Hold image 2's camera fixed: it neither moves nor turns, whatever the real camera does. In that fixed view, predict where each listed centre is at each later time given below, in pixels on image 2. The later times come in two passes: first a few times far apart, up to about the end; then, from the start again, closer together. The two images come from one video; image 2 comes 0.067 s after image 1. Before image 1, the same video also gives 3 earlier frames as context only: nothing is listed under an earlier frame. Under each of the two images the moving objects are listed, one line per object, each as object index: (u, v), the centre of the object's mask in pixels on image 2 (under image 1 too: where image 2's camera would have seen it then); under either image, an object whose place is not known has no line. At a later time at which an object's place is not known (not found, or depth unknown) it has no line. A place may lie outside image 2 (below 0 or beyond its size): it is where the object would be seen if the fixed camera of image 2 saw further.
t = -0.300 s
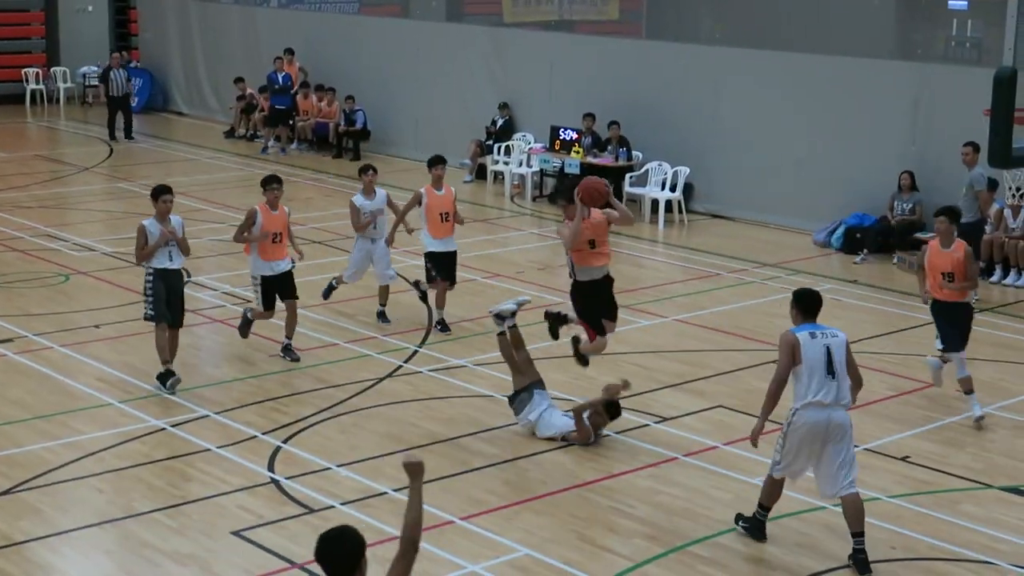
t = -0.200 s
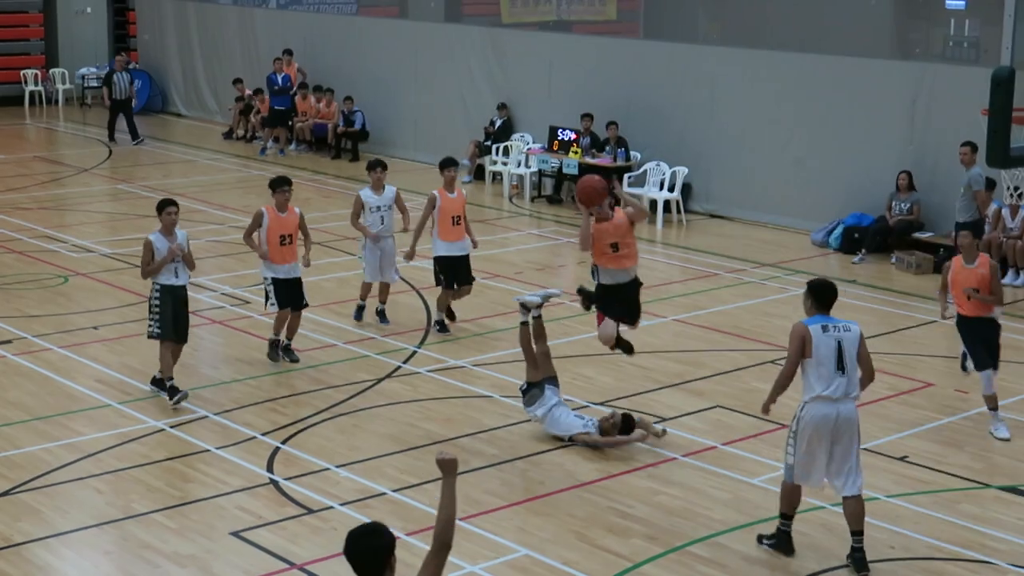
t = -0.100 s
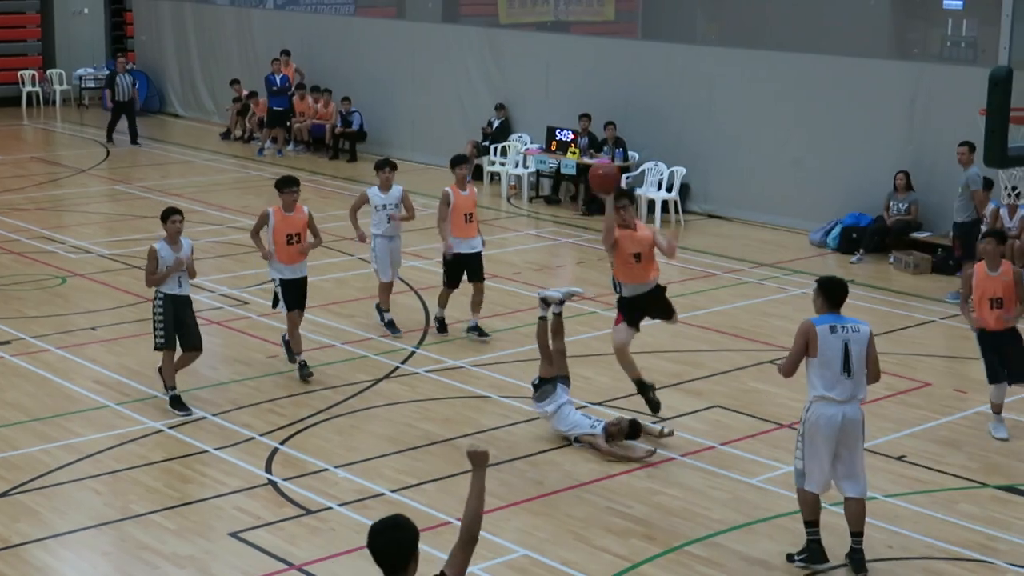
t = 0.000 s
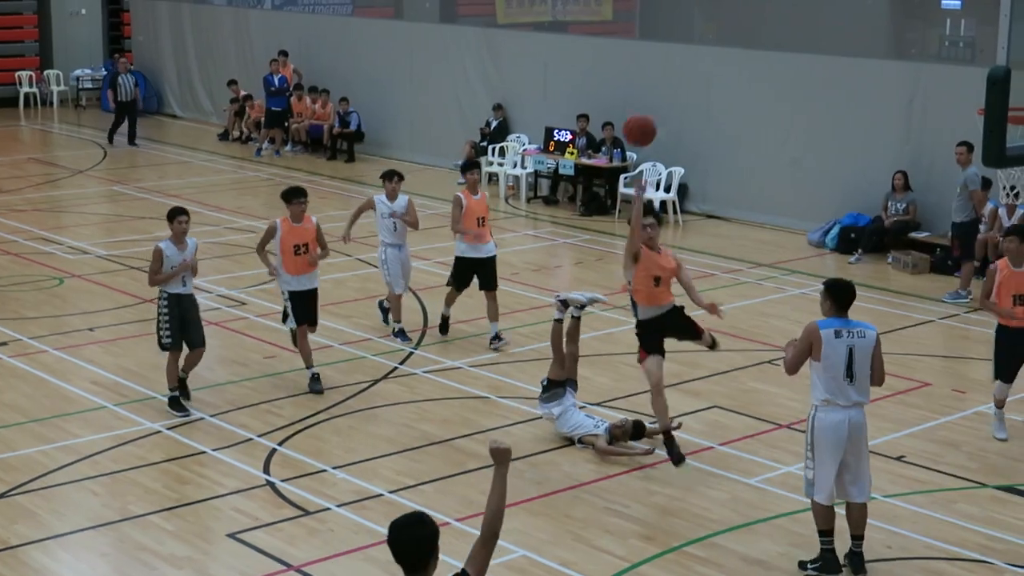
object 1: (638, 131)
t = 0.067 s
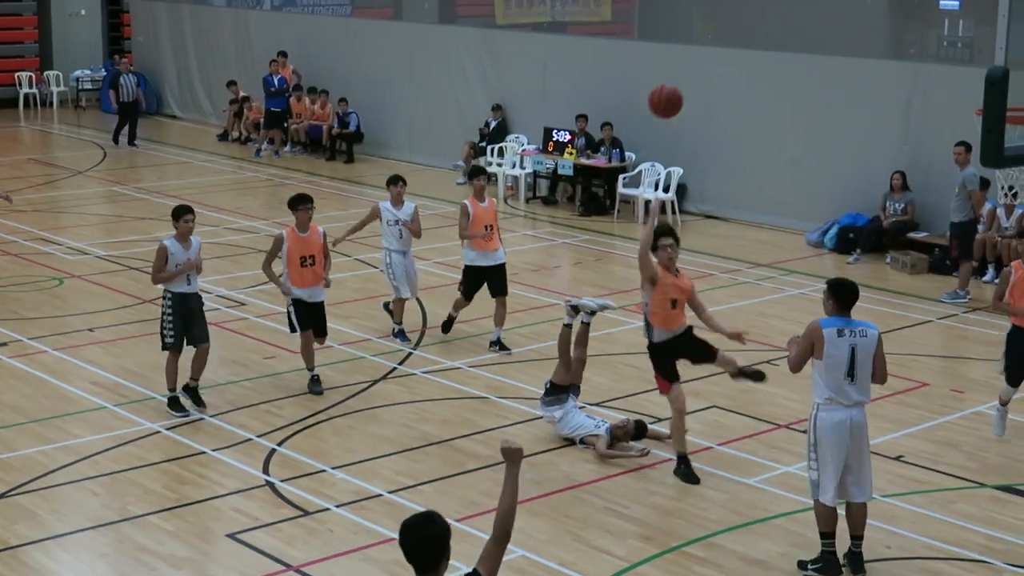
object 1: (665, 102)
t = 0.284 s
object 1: (762, 41)
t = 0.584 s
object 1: (916, 70)
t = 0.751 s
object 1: (939, 157)
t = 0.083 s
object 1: (672, 94)
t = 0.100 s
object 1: (679, 89)
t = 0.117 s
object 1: (687, 82)
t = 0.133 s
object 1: (694, 77)
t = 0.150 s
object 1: (701, 71)
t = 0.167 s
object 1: (709, 66)
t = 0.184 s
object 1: (716, 61)
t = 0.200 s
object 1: (723, 57)
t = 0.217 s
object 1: (731, 53)
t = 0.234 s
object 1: (738, 50)
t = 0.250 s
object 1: (746, 47)
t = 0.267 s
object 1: (754, 44)
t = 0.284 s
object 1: (762, 41)
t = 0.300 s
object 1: (770, 39)
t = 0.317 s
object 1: (778, 38)
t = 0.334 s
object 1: (786, 36)
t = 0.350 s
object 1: (794, 35)
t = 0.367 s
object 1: (802, 34)
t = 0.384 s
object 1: (811, 35)
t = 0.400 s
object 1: (819, 35)
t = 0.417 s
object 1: (828, 36)
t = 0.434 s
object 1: (836, 36)
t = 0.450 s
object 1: (845, 39)
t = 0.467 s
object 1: (853, 41)
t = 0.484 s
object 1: (862, 43)
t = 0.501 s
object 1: (871, 46)
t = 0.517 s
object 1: (880, 50)
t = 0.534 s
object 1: (889, 54)
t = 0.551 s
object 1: (897, 59)
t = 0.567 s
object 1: (907, 64)
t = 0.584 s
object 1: (916, 70)
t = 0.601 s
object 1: (924, 76)
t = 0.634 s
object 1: (944, 91)
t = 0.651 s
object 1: (953, 98)
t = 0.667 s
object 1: (961, 106)
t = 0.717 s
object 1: (953, 135)
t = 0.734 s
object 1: (946, 145)
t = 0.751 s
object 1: (939, 157)
